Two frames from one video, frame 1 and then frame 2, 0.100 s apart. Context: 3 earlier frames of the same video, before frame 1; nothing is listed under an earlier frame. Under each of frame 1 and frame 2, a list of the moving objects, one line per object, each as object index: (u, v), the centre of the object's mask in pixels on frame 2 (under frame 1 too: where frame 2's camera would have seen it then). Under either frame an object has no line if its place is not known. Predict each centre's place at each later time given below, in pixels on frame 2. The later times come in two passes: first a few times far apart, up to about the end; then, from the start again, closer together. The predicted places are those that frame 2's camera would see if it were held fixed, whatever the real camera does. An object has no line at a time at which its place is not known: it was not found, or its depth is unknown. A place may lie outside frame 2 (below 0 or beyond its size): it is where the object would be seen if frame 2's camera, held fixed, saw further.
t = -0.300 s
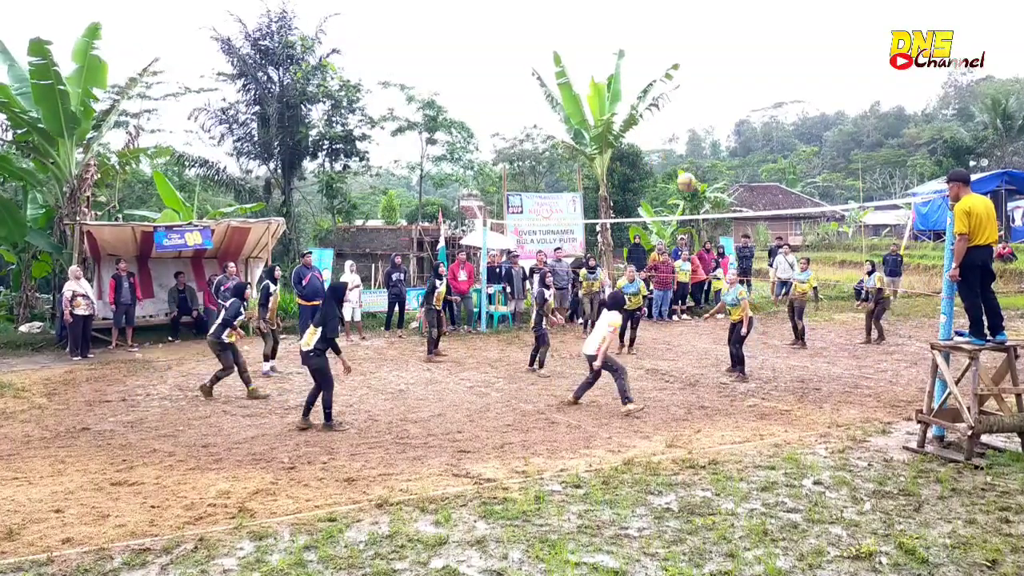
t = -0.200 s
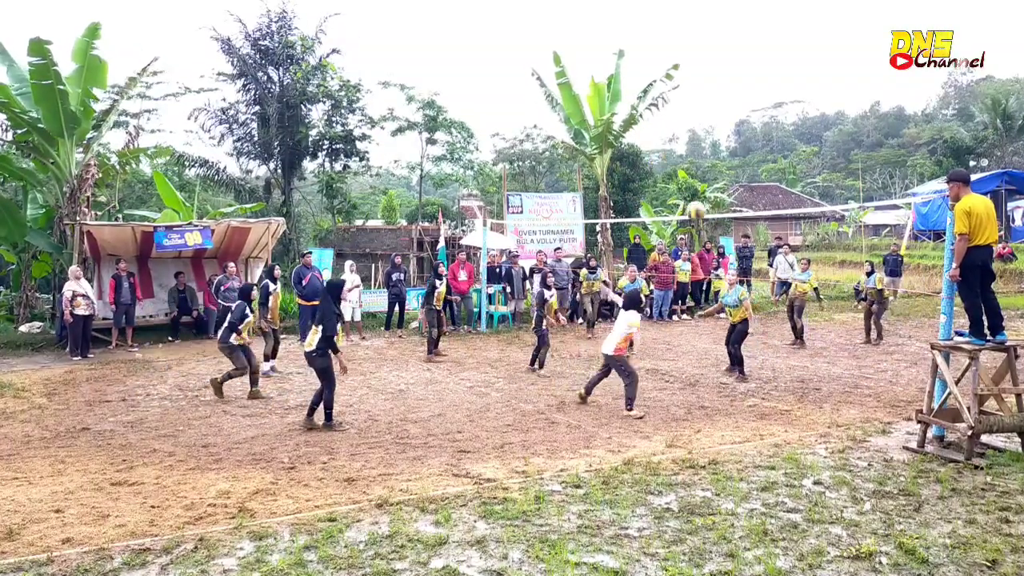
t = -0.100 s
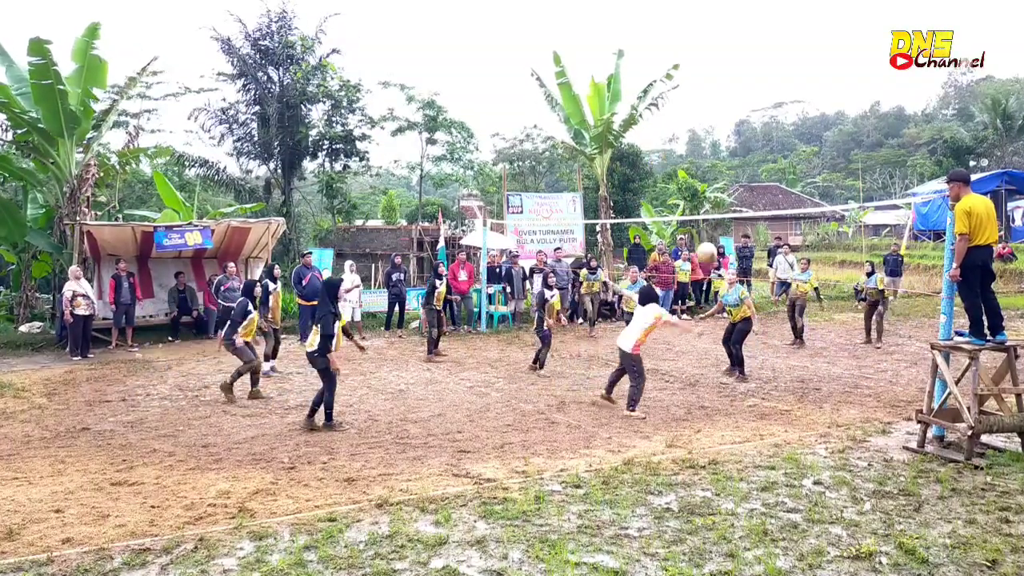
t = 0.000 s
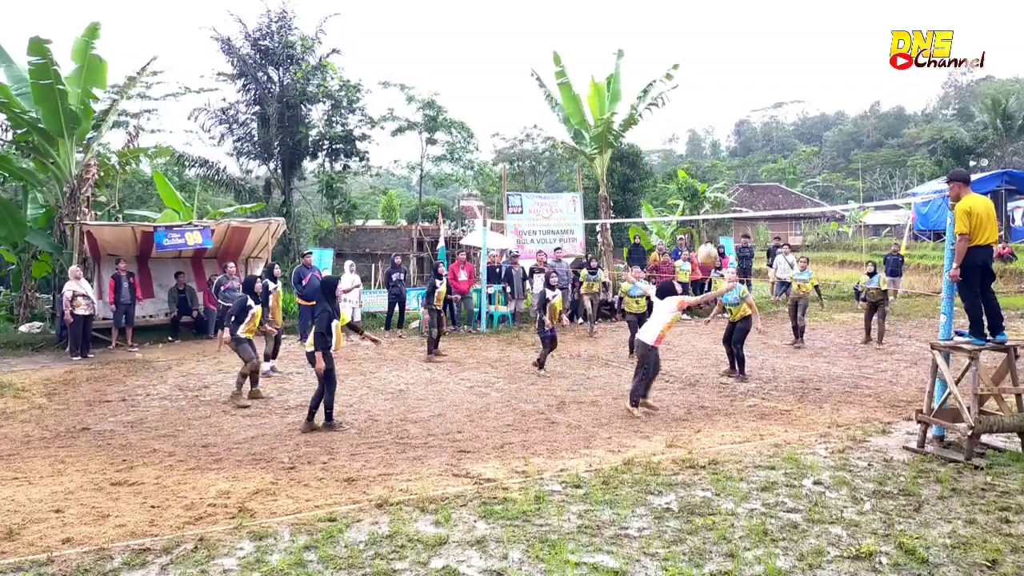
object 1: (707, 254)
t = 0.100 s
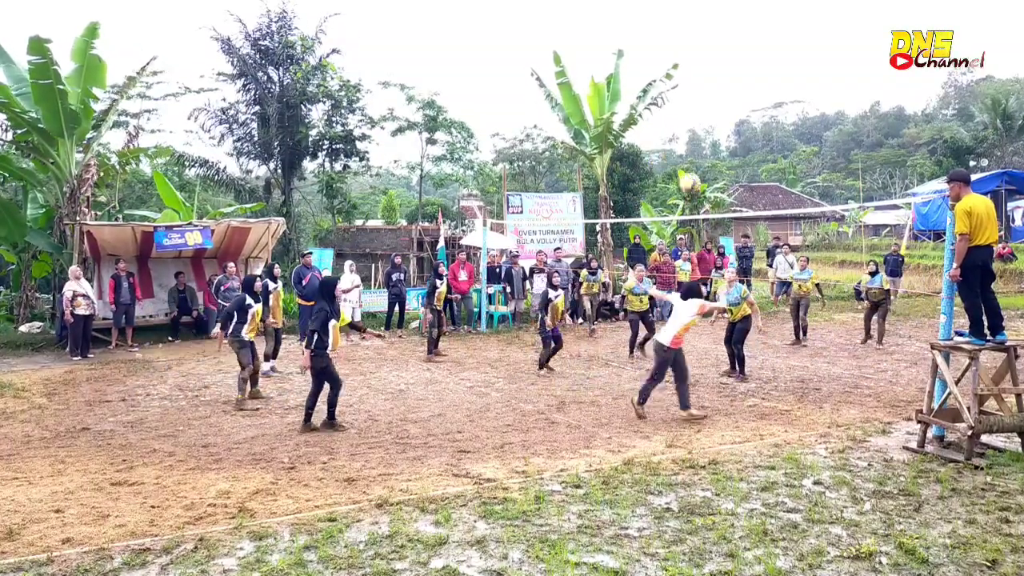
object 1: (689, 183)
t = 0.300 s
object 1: (657, 75)
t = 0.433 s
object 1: (632, 26)
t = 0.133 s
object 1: (686, 163)
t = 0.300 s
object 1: (657, 75)
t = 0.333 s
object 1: (650, 62)
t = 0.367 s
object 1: (644, 48)
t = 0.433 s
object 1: (632, 26)
